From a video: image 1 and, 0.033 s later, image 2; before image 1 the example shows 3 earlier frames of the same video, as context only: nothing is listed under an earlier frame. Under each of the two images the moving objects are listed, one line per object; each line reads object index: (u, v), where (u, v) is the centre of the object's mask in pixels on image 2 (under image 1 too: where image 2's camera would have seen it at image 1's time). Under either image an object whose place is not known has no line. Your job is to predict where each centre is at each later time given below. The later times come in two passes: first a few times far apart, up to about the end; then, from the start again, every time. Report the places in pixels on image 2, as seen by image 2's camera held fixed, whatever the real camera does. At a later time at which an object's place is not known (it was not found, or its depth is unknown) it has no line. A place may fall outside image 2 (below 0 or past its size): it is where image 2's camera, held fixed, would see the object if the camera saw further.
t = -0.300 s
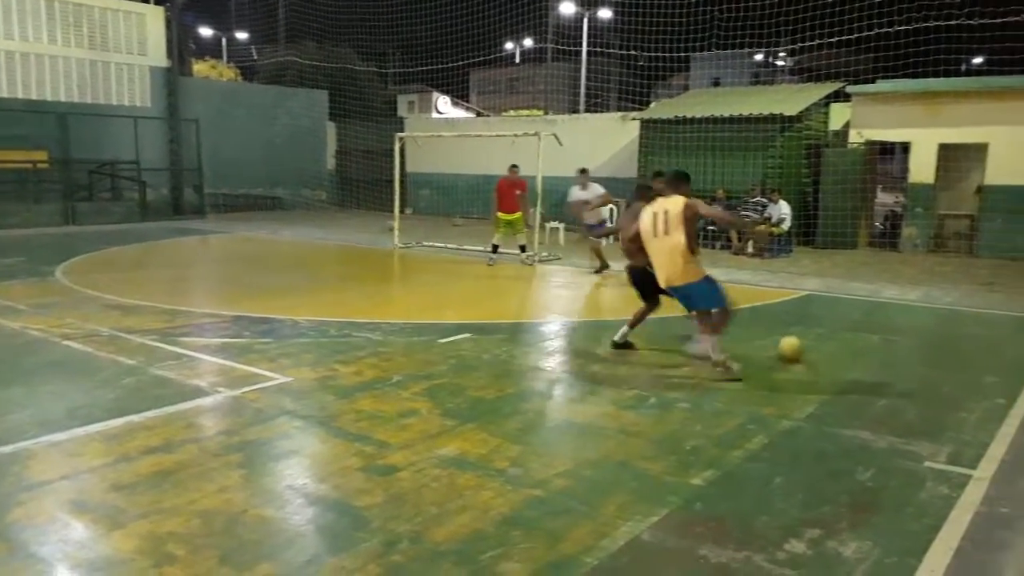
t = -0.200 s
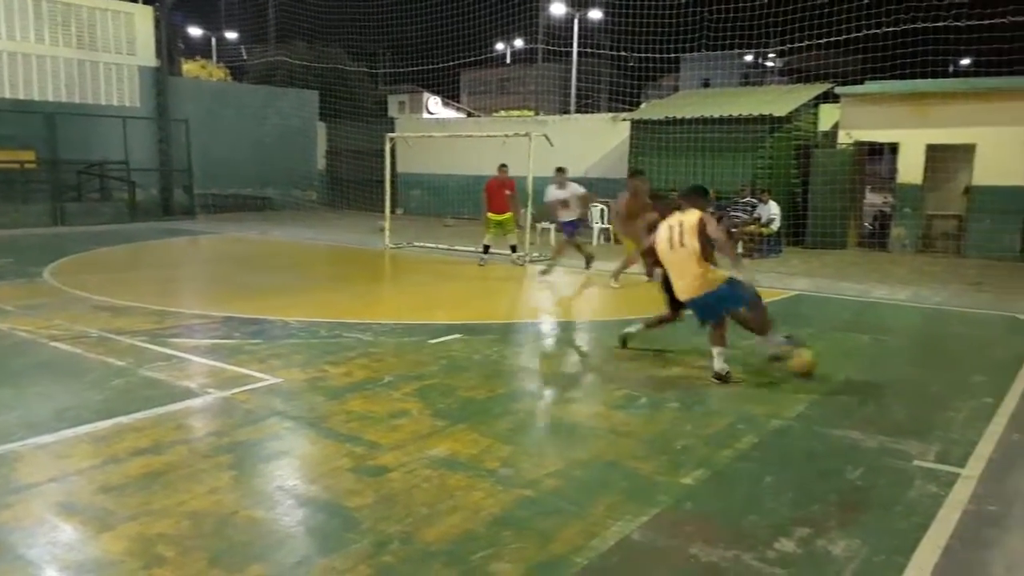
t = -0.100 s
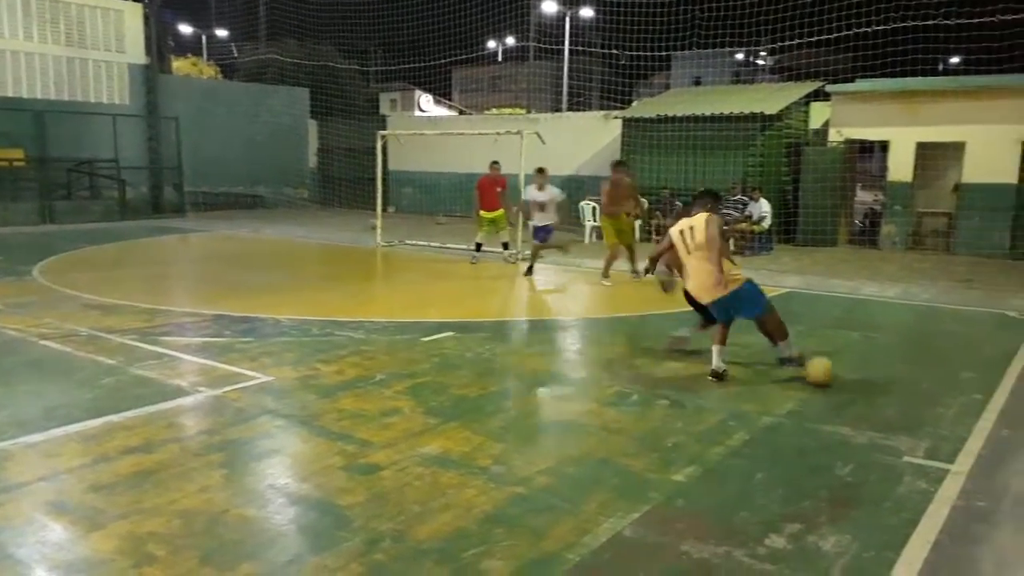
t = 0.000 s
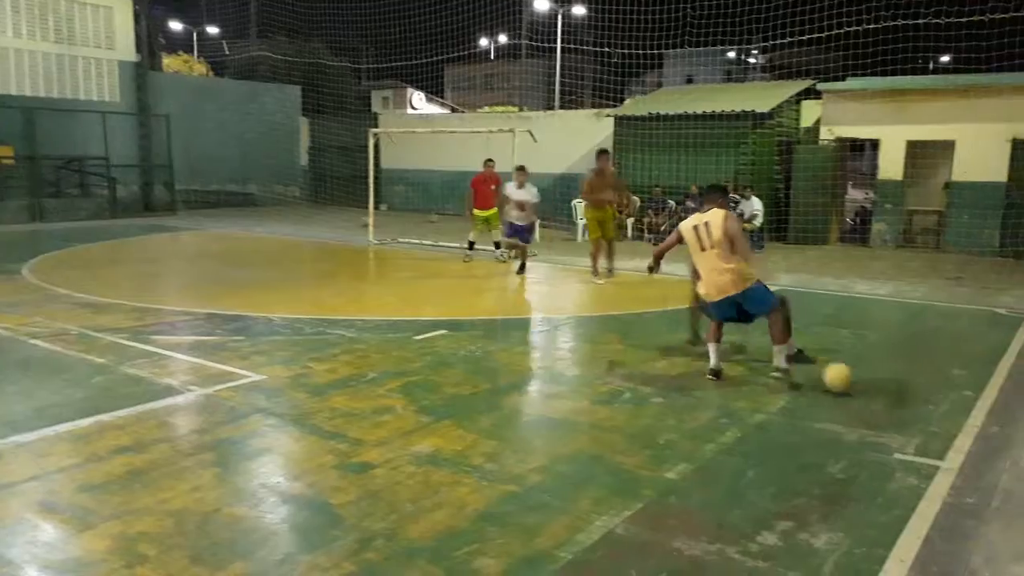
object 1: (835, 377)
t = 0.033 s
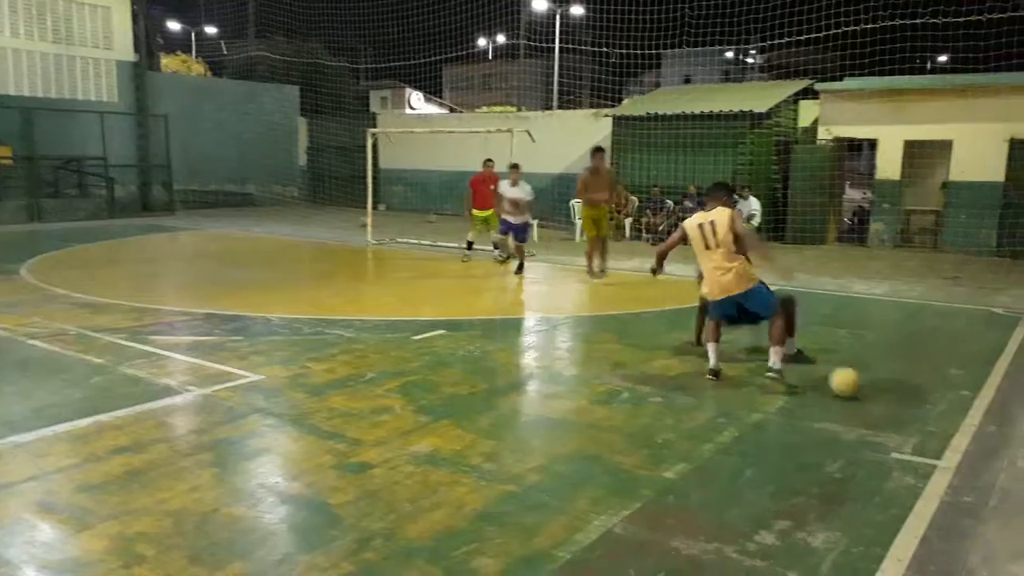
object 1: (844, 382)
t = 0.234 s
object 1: (909, 408)
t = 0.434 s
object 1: (991, 443)
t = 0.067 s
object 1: (854, 386)
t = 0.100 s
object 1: (864, 390)
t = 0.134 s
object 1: (875, 395)
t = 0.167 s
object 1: (885, 400)
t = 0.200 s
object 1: (897, 404)
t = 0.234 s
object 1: (909, 408)
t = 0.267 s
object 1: (923, 415)
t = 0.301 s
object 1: (935, 419)
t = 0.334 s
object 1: (948, 424)
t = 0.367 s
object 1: (961, 431)
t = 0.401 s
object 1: (975, 436)
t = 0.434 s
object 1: (991, 443)
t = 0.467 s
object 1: (1005, 449)
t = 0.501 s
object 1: (1021, 453)
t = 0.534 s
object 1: (1029, 457)
